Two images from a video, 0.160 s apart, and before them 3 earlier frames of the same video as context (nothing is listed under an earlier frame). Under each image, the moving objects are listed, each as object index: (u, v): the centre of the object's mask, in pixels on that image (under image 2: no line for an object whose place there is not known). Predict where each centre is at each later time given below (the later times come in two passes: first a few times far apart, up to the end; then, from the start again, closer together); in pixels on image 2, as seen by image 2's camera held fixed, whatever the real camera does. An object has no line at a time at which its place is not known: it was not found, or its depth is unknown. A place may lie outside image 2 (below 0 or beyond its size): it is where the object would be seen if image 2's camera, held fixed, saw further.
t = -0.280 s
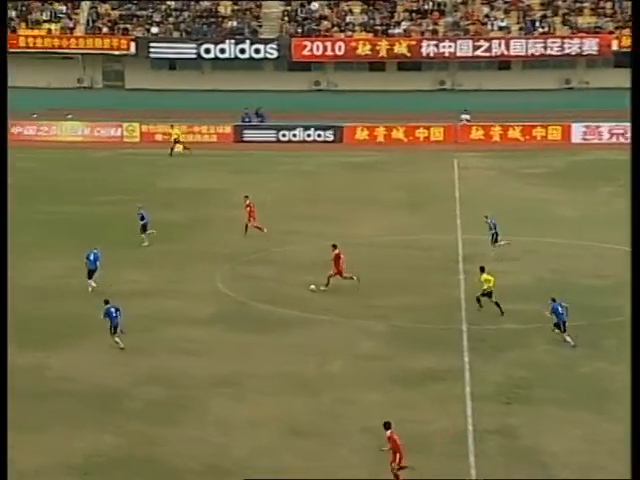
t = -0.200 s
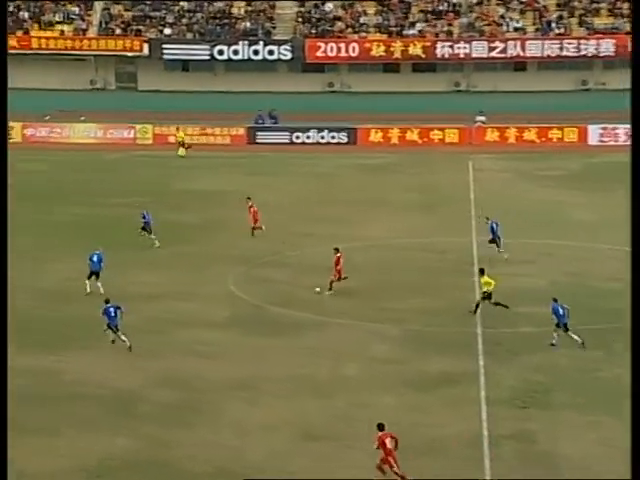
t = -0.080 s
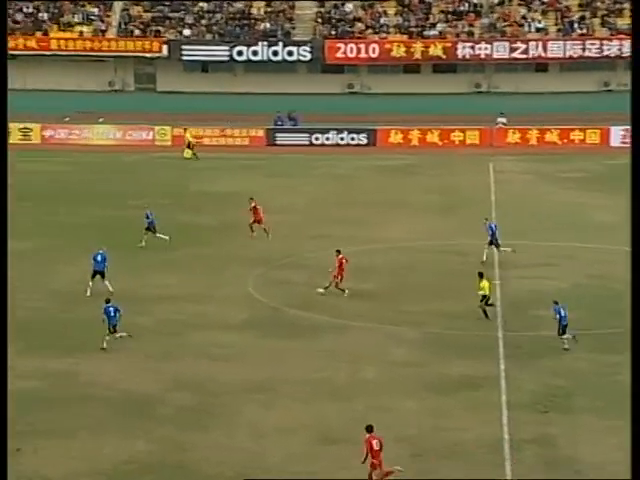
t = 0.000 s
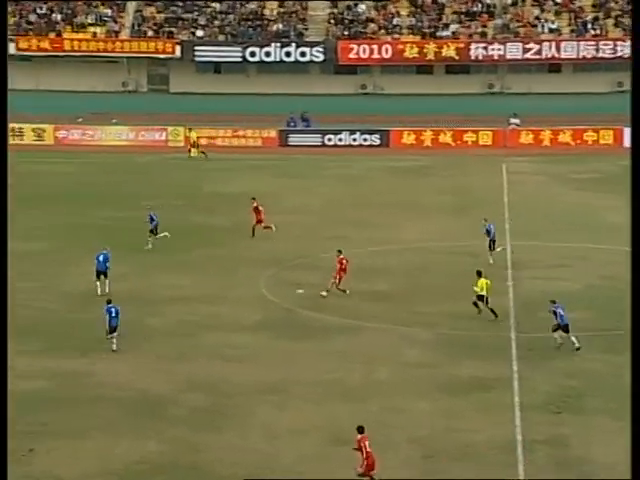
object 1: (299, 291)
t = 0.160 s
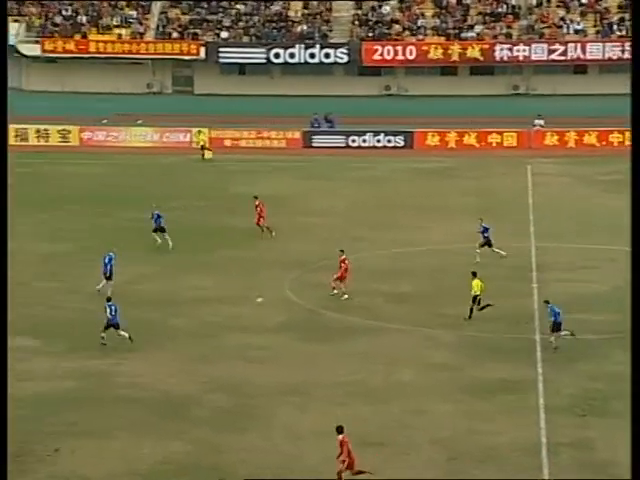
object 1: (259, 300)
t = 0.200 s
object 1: (243, 303)
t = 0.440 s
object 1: (149, 337)
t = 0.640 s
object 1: (78, 350)
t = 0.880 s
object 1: (-3, 369)
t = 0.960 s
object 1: (-31, 380)
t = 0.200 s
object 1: (243, 303)
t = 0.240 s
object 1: (227, 308)
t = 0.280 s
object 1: (212, 312)
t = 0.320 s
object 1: (196, 317)
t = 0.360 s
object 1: (180, 323)
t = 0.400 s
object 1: (165, 330)
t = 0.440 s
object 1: (149, 337)
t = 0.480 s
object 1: (133, 345)
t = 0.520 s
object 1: (119, 350)
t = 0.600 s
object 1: (91, 349)
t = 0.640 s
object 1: (78, 350)
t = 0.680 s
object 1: (65, 351)
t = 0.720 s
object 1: (52, 354)
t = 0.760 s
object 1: (39, 357)
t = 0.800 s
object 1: (25, 360)
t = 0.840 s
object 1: (11, 364)
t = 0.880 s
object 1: (-3, 369)
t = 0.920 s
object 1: (-17, 374)
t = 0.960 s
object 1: (-31, 380)
